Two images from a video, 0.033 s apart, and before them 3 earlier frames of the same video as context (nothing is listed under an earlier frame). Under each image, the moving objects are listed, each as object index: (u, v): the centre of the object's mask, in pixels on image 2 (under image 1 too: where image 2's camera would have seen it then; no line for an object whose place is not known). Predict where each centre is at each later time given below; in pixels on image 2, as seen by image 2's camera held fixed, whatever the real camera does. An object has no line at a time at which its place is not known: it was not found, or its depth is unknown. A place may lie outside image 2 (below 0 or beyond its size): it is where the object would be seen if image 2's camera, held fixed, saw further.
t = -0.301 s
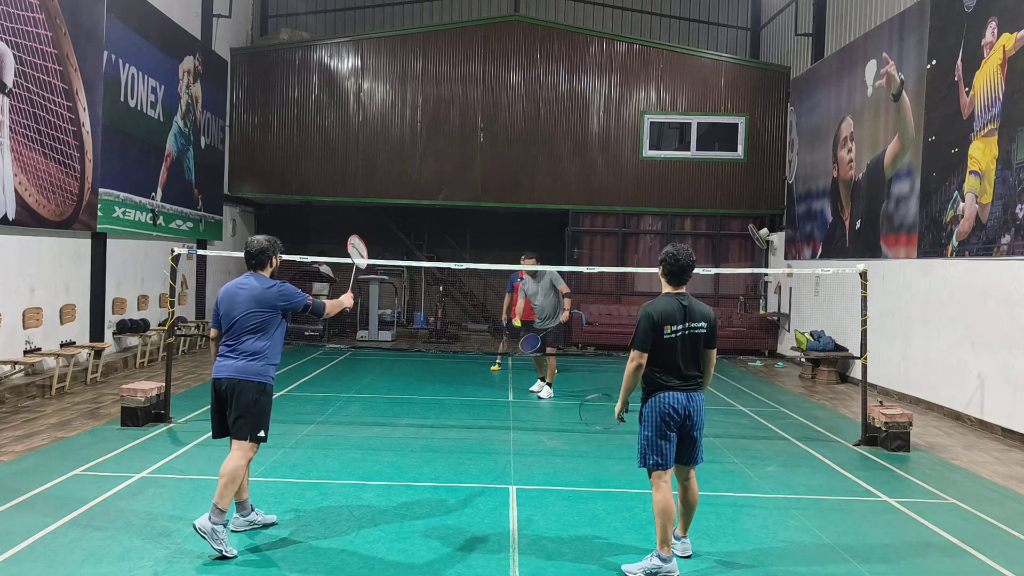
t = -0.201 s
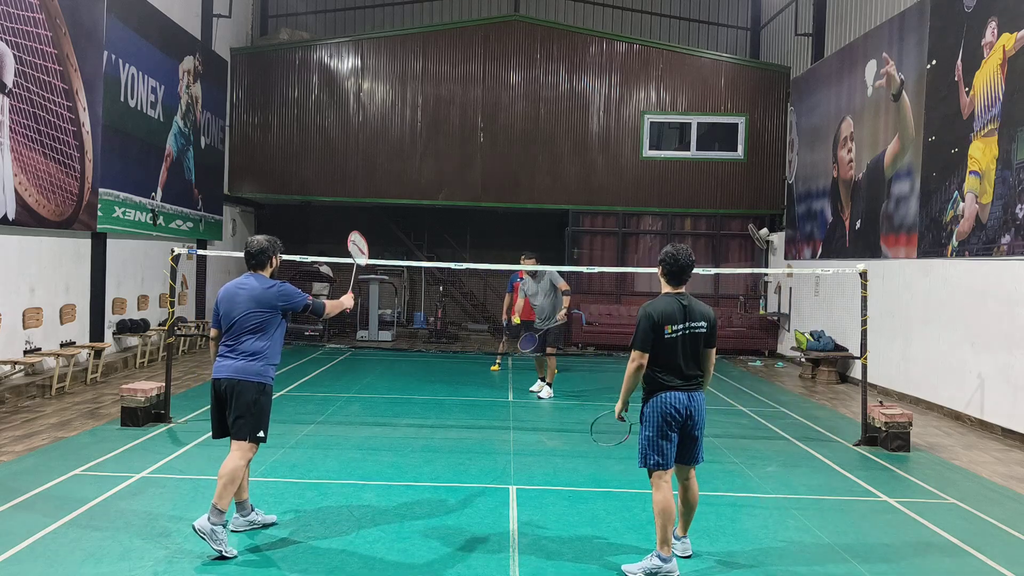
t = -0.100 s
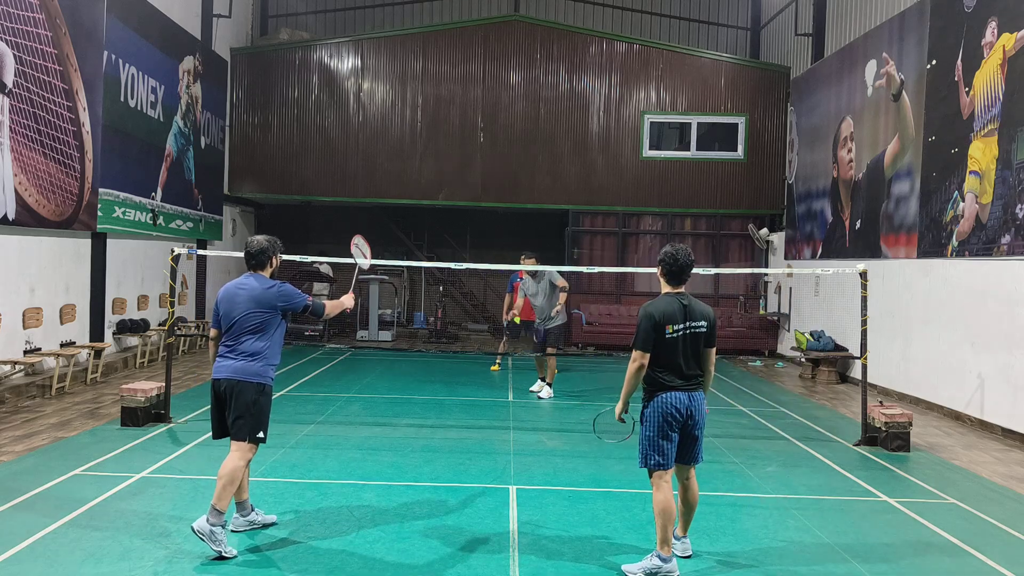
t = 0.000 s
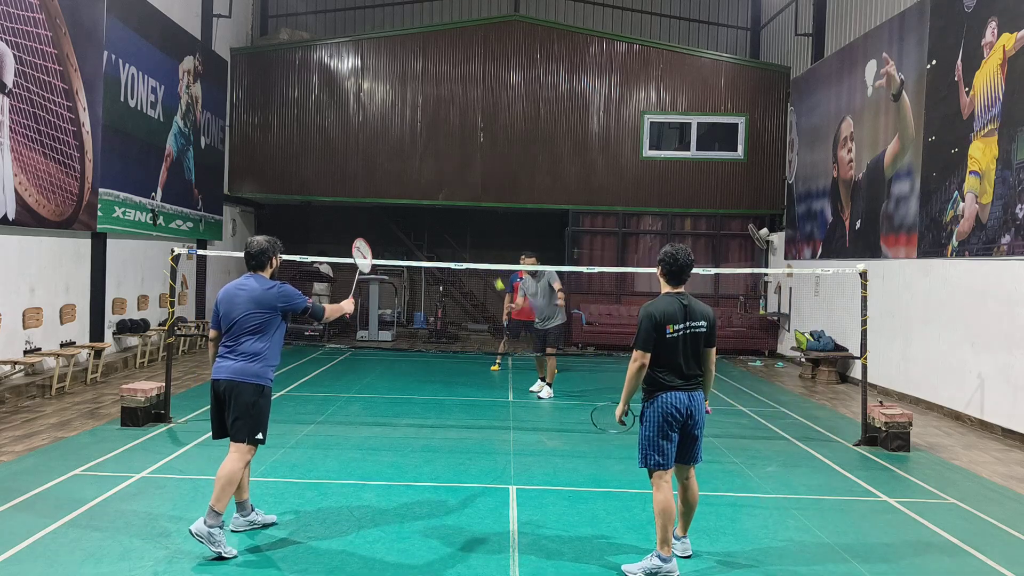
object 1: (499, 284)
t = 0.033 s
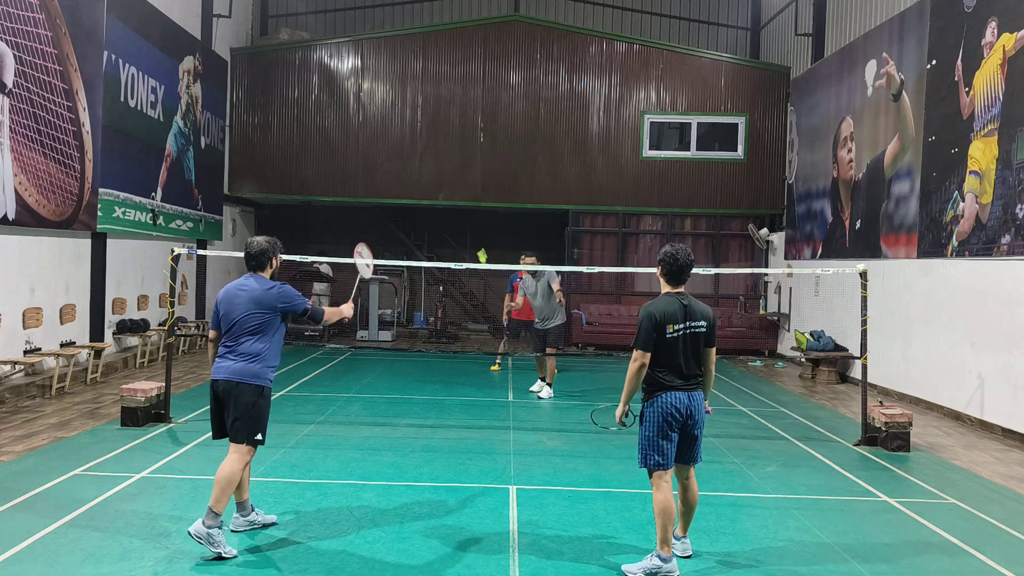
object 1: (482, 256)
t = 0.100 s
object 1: (462, 200)
